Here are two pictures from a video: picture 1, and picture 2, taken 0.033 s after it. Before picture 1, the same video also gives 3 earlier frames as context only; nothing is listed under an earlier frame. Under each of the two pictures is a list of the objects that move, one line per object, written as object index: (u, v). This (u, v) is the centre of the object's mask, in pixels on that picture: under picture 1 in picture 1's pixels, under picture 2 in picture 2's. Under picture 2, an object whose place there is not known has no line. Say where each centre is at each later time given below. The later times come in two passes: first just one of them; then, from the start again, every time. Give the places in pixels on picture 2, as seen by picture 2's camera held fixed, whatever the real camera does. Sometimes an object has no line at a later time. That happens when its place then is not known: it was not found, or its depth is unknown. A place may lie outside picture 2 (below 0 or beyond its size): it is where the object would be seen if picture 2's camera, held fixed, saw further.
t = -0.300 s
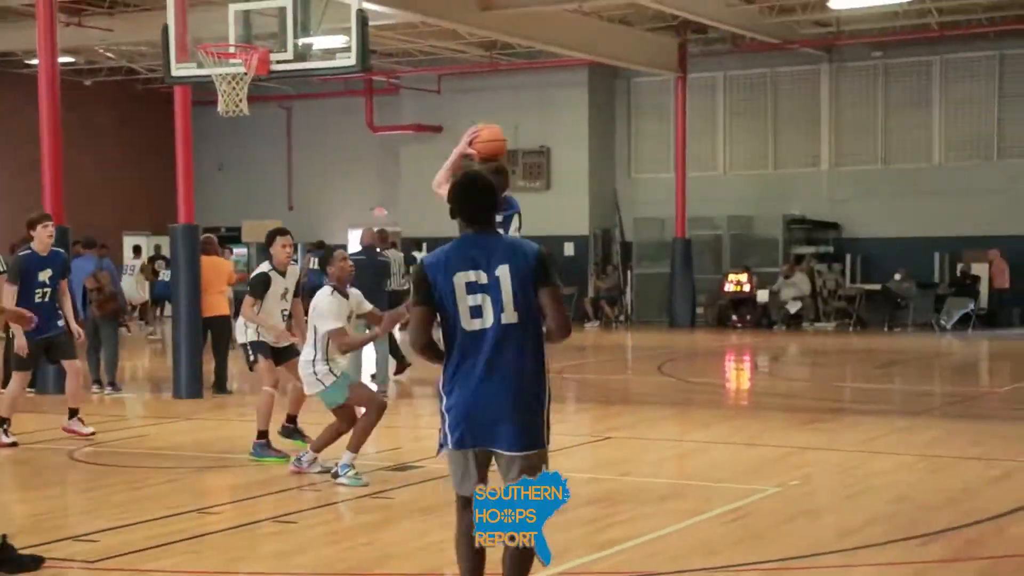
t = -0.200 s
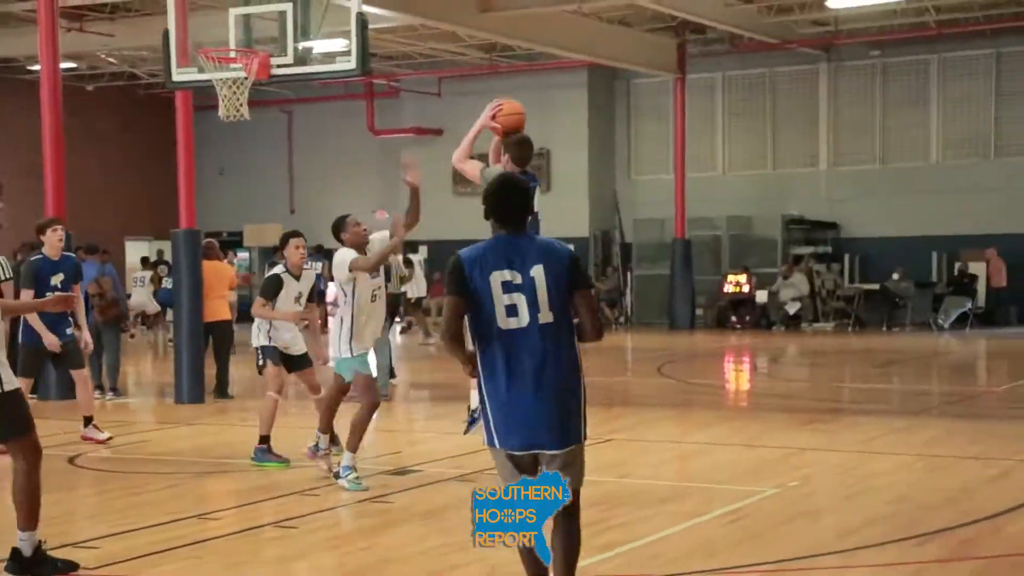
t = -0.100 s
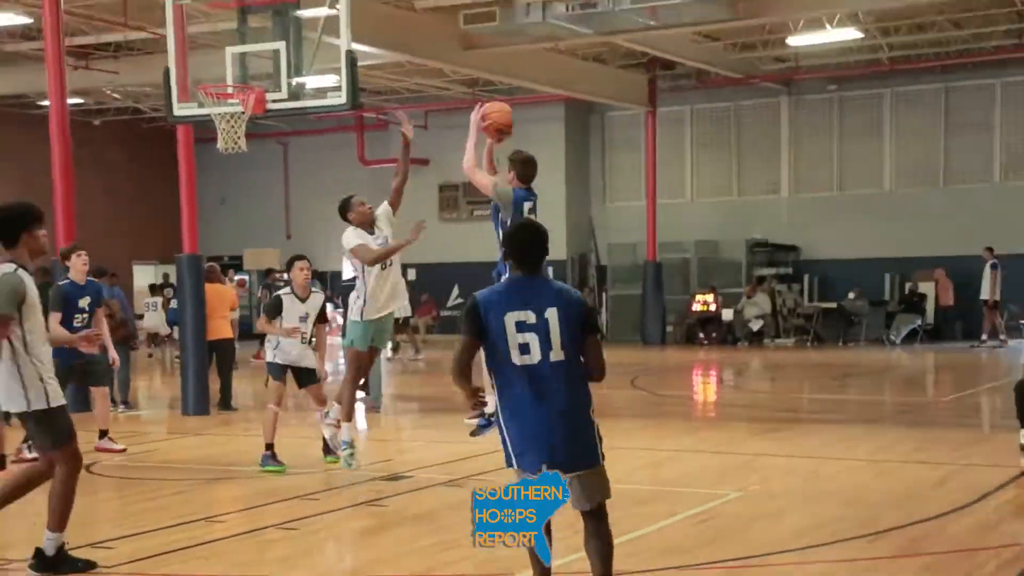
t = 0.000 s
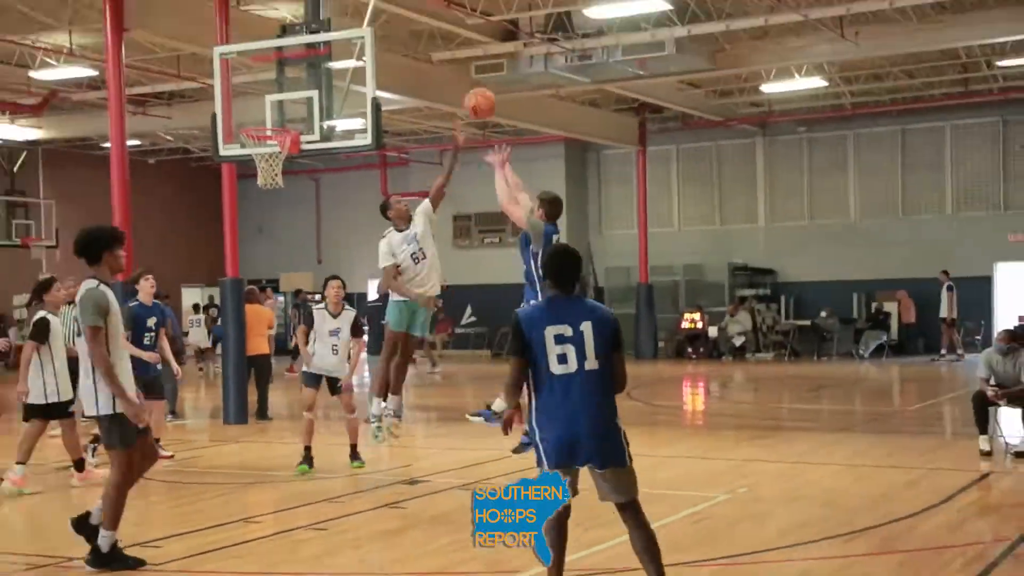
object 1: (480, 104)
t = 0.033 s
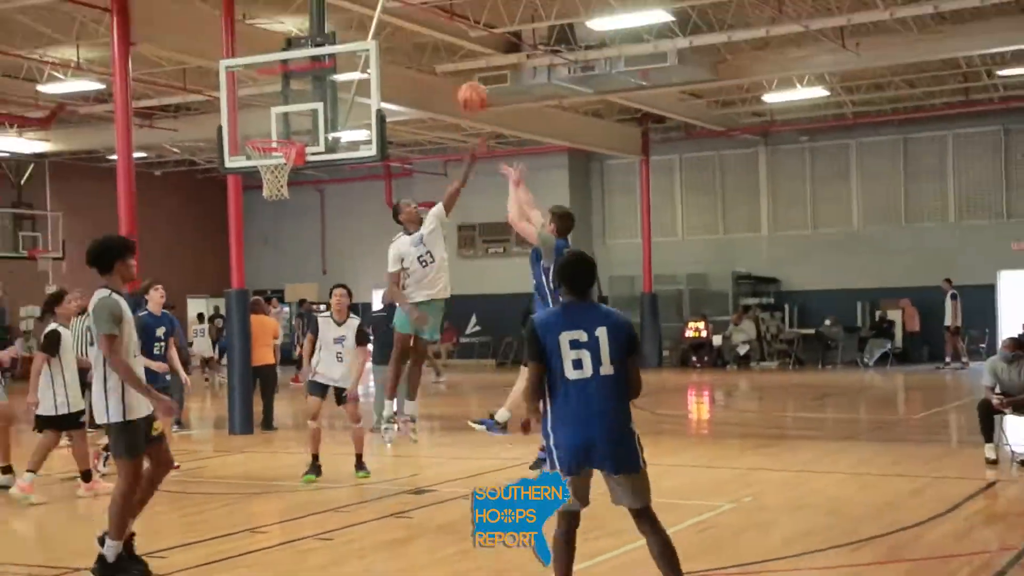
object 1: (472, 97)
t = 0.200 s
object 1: (423, 36)
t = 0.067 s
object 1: (465, 84)
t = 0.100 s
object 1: (455, 69)
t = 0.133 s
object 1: (444, 57)
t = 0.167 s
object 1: (434, 47)
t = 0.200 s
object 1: (423, 36)
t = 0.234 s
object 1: (414, 28)
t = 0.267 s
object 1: (405, 20)
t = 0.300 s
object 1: (397, 17)
